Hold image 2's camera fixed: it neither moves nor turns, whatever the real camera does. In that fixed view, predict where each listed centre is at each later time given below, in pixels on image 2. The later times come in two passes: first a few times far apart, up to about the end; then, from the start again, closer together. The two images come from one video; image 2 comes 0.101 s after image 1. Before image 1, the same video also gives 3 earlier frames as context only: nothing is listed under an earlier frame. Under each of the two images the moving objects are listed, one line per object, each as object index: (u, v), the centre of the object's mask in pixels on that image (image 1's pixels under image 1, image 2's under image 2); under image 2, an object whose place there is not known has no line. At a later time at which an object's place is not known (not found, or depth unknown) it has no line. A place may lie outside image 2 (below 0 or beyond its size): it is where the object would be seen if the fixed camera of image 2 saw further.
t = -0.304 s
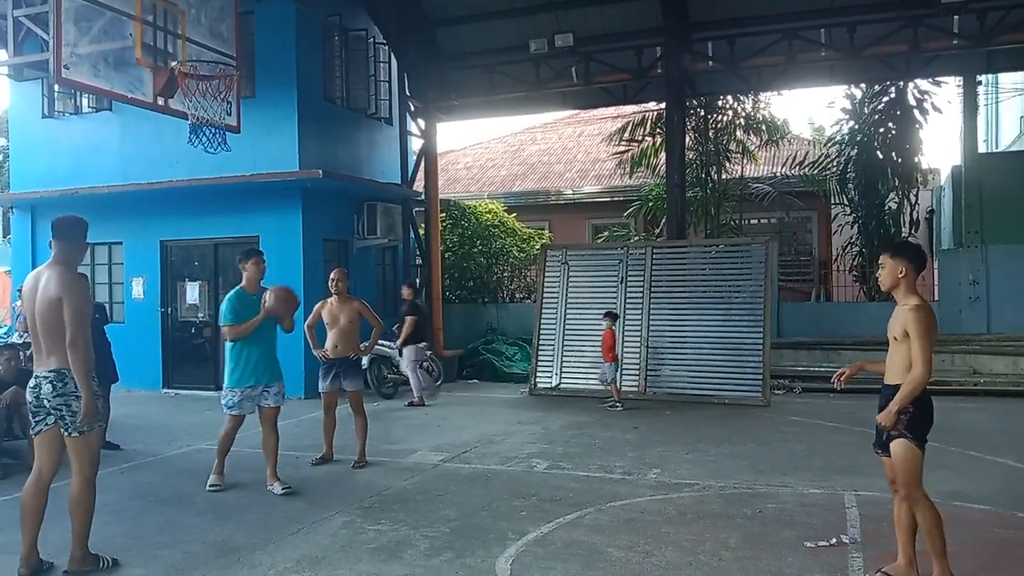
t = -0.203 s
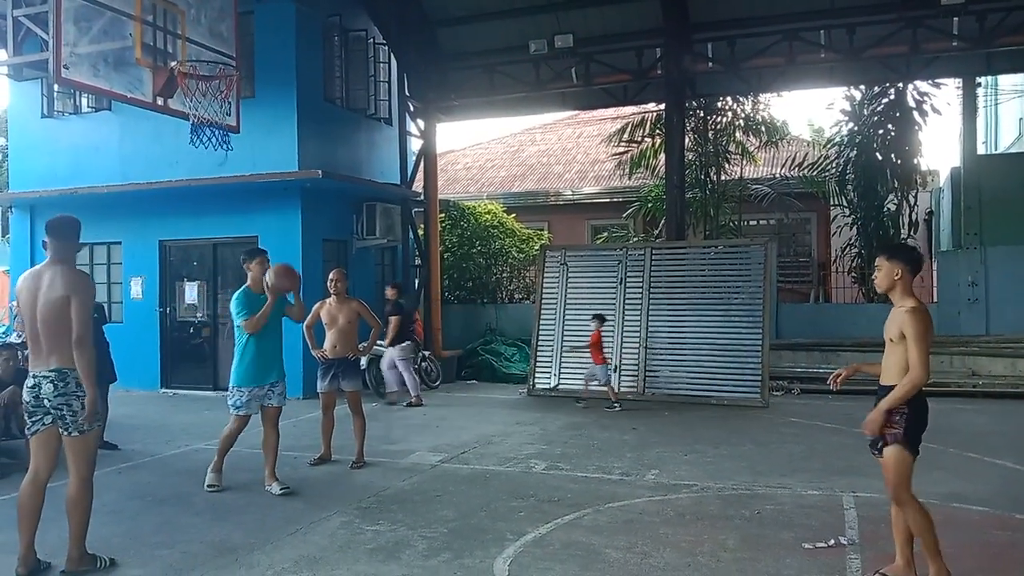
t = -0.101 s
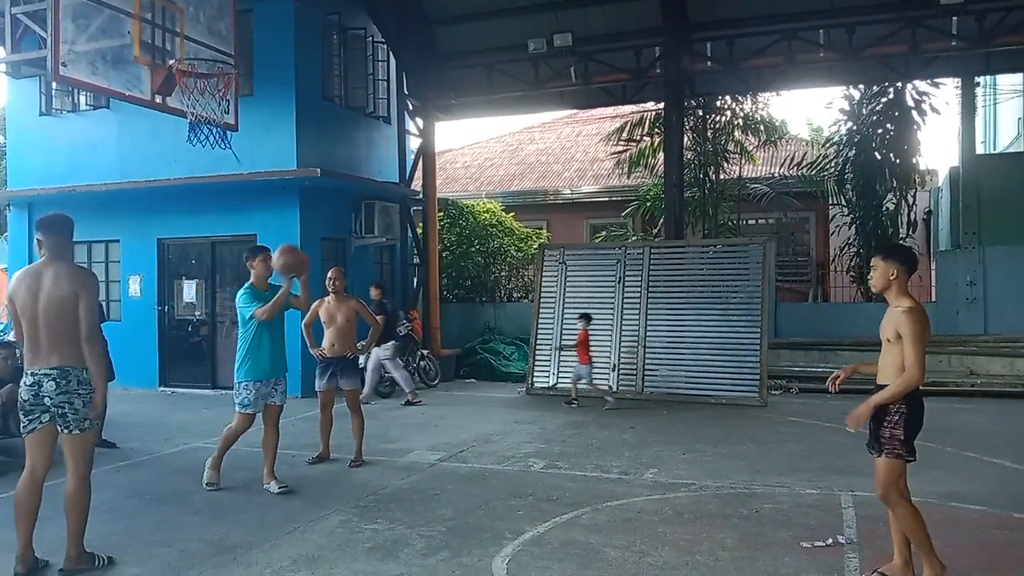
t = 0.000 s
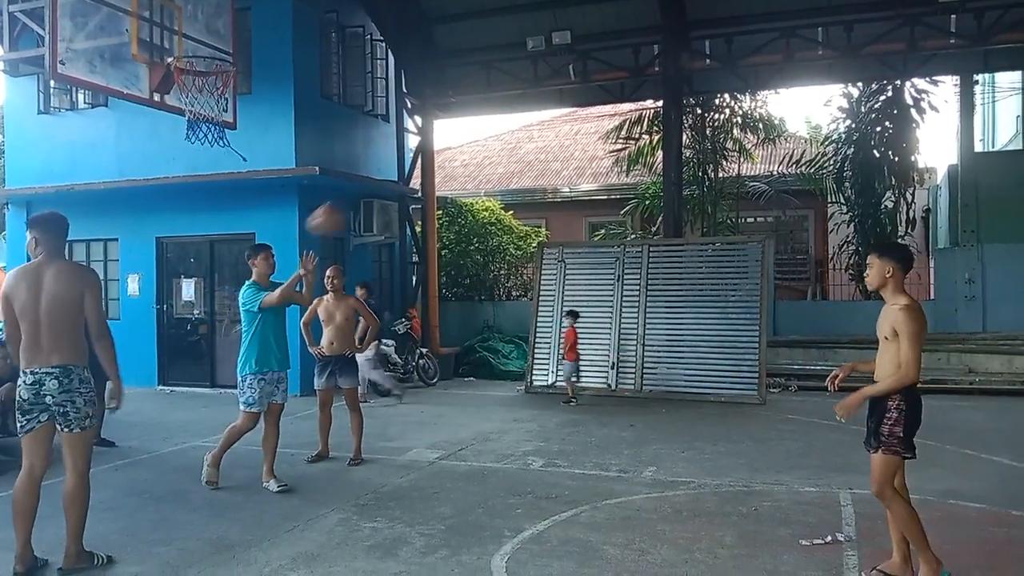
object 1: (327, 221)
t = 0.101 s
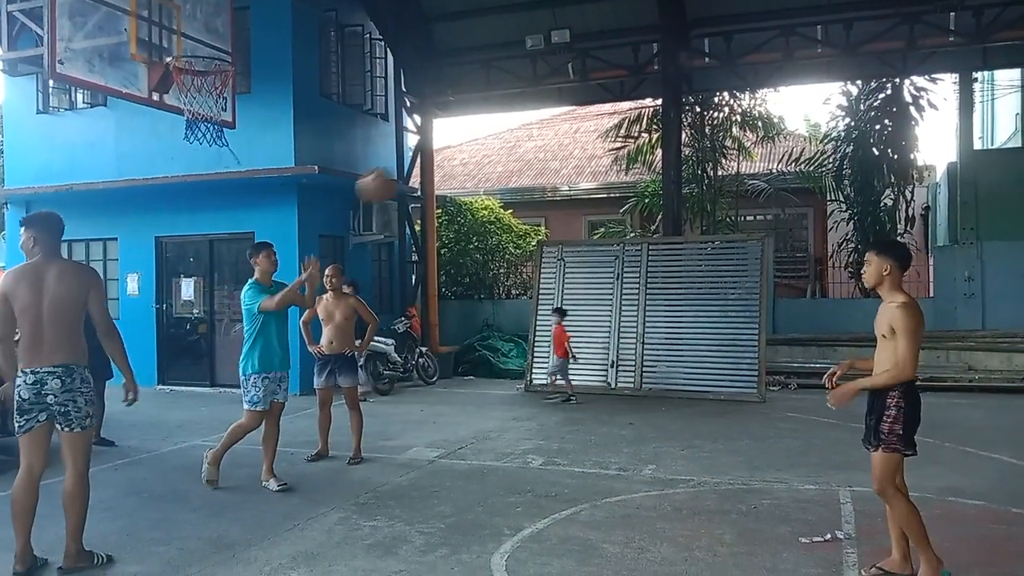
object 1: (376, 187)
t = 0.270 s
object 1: (474, 155)
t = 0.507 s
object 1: (632, 185)
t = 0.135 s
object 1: (392, 178)
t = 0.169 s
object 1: (411, 168)
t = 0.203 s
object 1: (433, 163)
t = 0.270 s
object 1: (474, 155)
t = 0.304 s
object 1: (493, 153)
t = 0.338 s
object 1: (514, 153)
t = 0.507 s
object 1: (632, 185)
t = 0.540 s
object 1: (656, 198)
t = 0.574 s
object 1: (682, 211)
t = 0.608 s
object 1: (707, 225)
